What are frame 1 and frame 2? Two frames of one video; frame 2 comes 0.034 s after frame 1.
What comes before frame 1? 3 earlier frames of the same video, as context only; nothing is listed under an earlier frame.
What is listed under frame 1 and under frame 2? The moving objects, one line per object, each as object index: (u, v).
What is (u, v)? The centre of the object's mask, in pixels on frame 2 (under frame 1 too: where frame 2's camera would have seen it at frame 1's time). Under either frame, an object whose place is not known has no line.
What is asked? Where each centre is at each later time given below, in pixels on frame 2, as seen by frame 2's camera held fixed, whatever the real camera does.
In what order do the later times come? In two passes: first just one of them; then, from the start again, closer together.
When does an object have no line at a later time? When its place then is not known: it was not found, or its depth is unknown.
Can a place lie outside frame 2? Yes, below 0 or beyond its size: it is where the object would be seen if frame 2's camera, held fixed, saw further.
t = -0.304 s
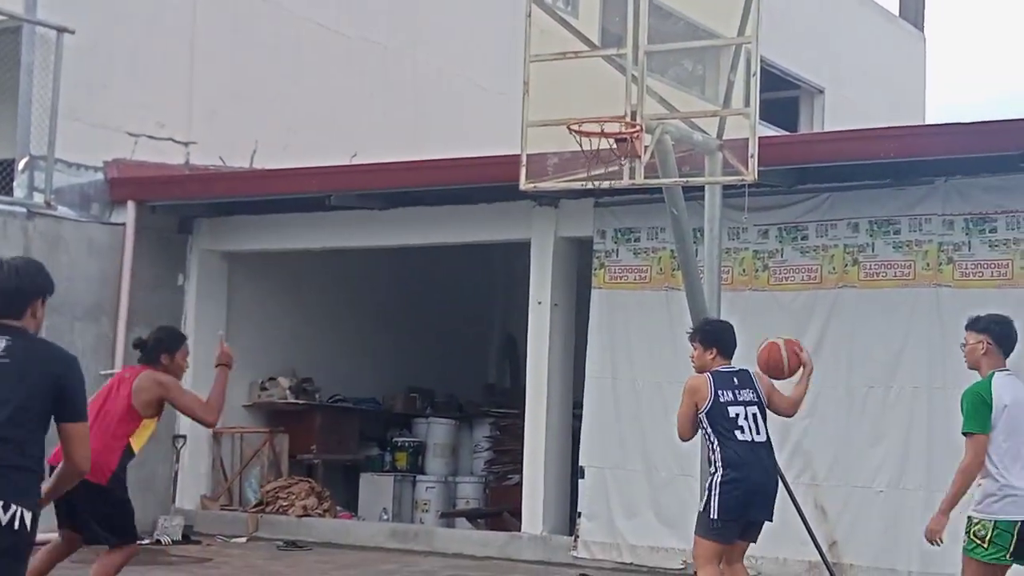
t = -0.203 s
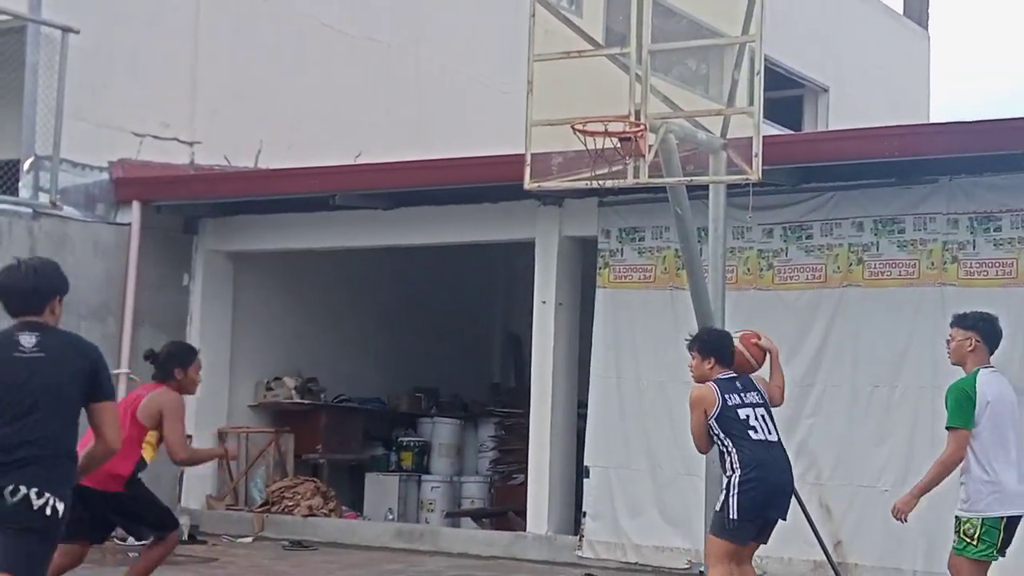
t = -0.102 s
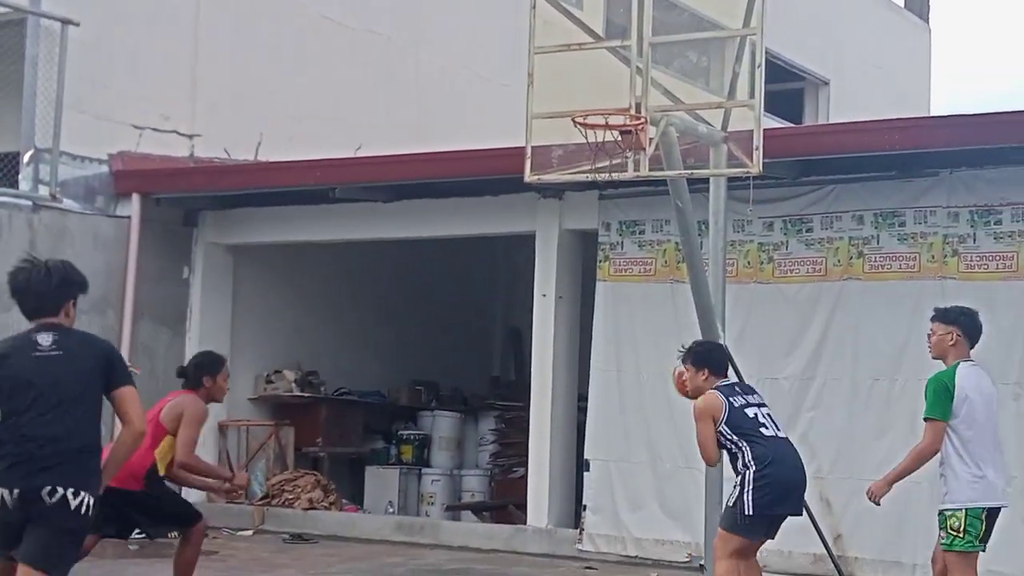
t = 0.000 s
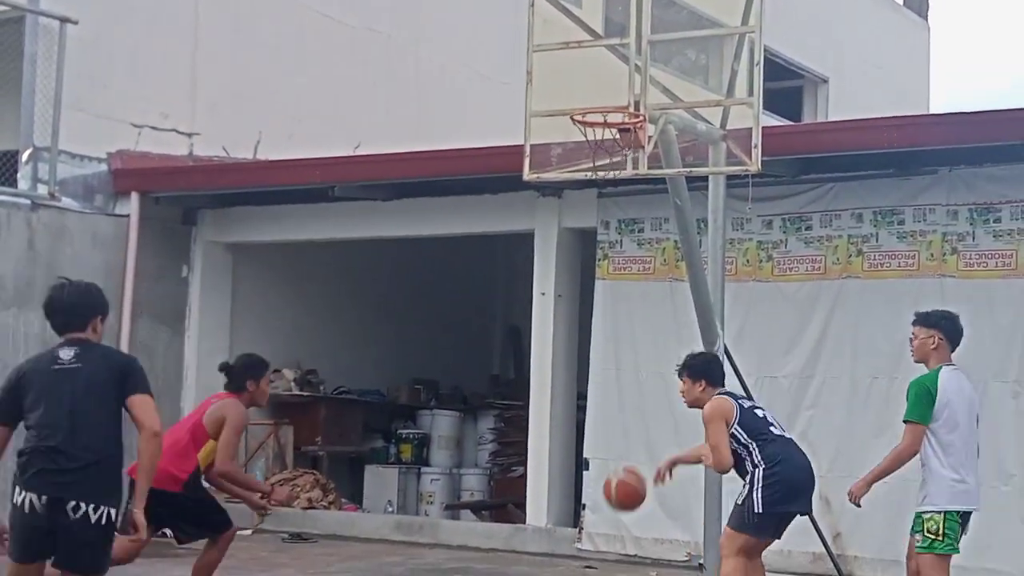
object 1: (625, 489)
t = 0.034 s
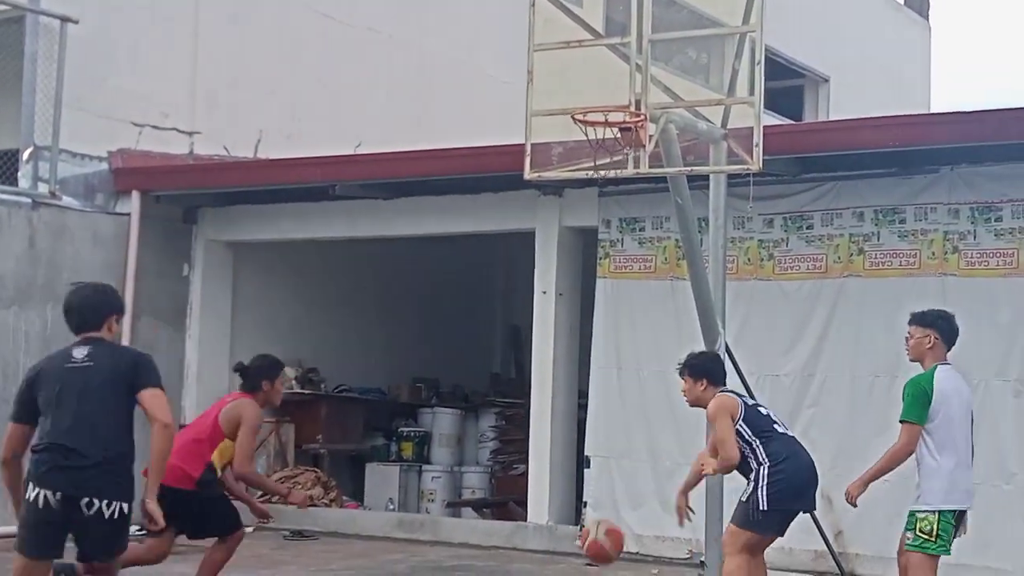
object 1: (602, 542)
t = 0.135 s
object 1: (569, 522)
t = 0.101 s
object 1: (572, 561)
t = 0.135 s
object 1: (569, 522)
